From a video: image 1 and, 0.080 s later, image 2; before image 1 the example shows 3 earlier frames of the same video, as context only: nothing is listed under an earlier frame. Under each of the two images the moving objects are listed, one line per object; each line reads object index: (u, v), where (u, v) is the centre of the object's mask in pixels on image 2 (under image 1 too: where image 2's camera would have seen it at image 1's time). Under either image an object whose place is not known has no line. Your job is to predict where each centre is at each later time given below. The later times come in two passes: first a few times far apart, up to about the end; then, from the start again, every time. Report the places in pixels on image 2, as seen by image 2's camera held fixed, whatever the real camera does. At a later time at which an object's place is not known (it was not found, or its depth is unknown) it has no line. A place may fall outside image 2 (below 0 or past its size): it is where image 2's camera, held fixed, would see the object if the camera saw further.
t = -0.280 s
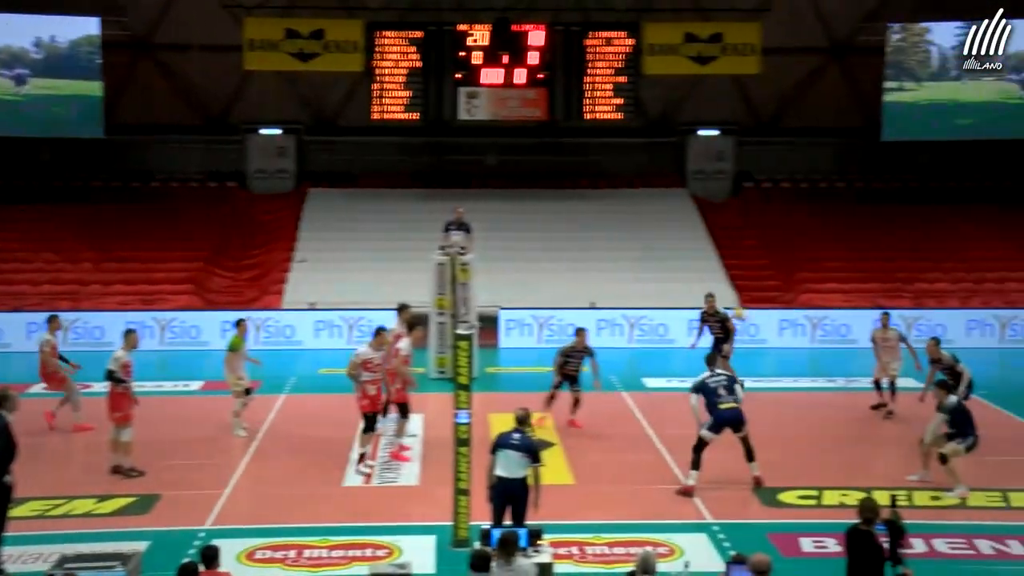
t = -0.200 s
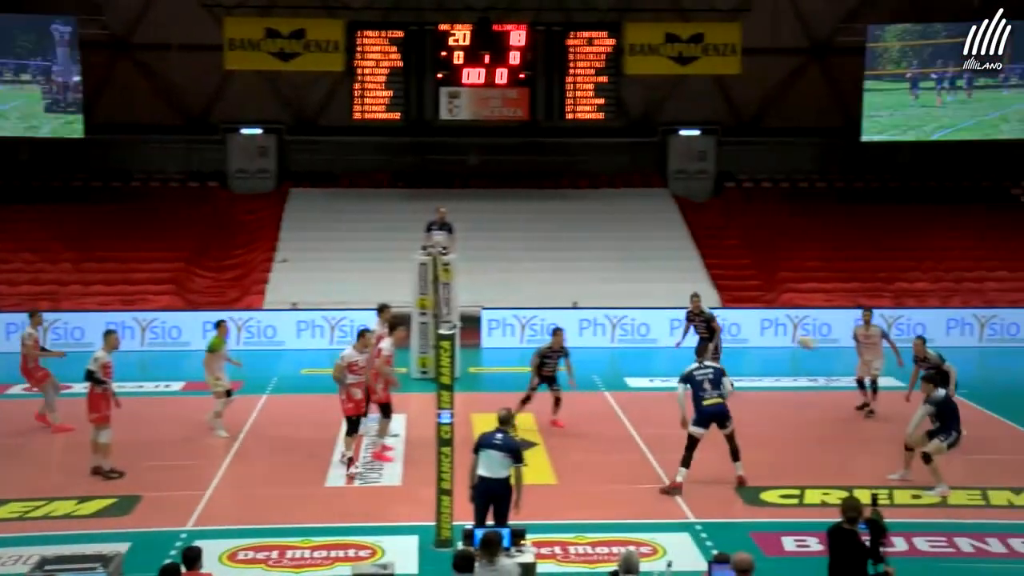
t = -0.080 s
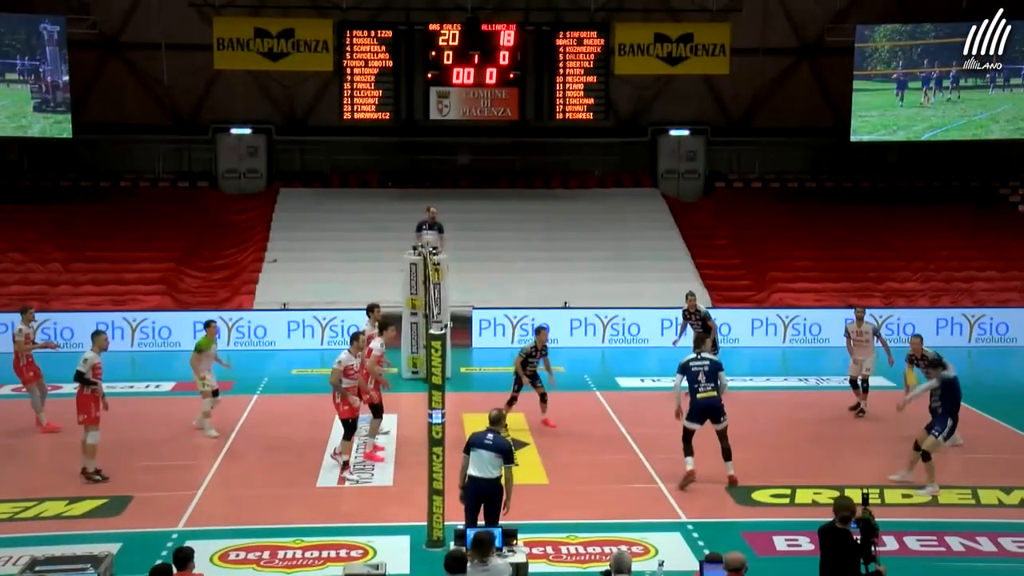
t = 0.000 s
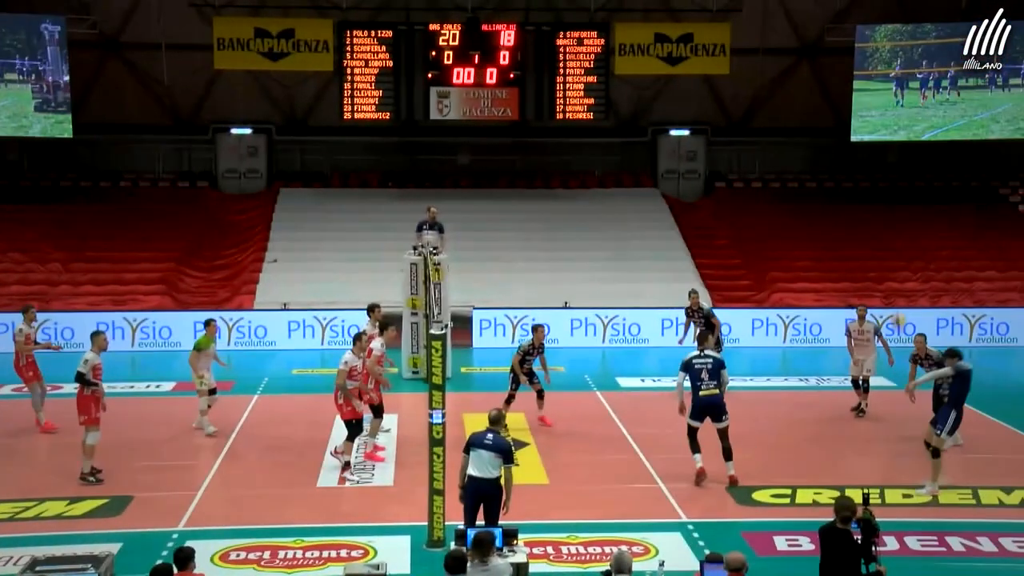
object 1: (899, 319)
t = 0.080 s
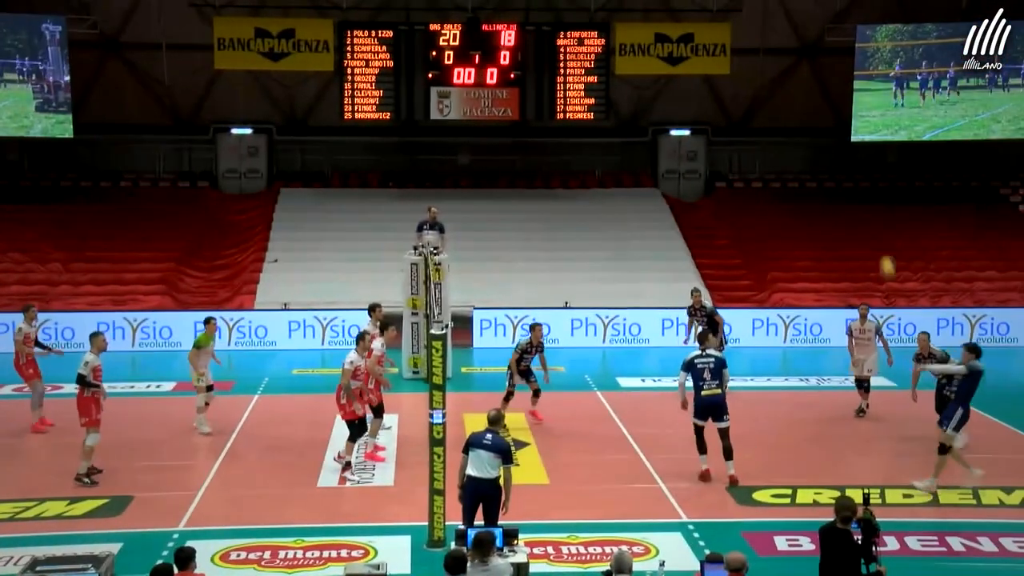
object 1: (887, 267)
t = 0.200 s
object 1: (870, 198)
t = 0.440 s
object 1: (841, 96)
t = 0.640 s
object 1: (818, 46)
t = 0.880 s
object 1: (792, 25)
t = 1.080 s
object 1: (772, 38)
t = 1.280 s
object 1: (751, 77)
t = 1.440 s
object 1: (734, 125)
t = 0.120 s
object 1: (881, 243)
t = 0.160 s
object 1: (876, 219)
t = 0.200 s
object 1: (870, 198)
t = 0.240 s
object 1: (865, 177)
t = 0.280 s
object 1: (860, 159)
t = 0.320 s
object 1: (855, 142)
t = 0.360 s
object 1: (850, 124)
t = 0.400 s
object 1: (845, 109)
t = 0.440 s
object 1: (841, 96)
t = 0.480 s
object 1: (836, 83)
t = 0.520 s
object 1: (832, 72)
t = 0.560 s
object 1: (827, 62)
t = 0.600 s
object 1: (823, 53)
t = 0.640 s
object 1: (818, 46)
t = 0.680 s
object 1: (814, 39)
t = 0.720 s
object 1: (810, 35)
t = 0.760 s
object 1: (805, 30)
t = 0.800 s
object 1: (801, 27)
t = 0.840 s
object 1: (797, 26)
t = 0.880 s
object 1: (792, 25)
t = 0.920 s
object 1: (788, 26)
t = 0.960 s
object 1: (784, 27)
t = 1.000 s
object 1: (780, 30)
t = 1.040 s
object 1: (775, 33)
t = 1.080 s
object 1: (772, 38)
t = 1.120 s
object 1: (768, 44)
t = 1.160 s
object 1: (763, 51)
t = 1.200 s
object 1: (760, 59)
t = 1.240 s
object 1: (755, 67)
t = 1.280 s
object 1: (751, 77)
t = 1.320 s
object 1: (747, 88)
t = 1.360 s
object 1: (743, 99)
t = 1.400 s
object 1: (739, 112)
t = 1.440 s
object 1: (734, 125)
